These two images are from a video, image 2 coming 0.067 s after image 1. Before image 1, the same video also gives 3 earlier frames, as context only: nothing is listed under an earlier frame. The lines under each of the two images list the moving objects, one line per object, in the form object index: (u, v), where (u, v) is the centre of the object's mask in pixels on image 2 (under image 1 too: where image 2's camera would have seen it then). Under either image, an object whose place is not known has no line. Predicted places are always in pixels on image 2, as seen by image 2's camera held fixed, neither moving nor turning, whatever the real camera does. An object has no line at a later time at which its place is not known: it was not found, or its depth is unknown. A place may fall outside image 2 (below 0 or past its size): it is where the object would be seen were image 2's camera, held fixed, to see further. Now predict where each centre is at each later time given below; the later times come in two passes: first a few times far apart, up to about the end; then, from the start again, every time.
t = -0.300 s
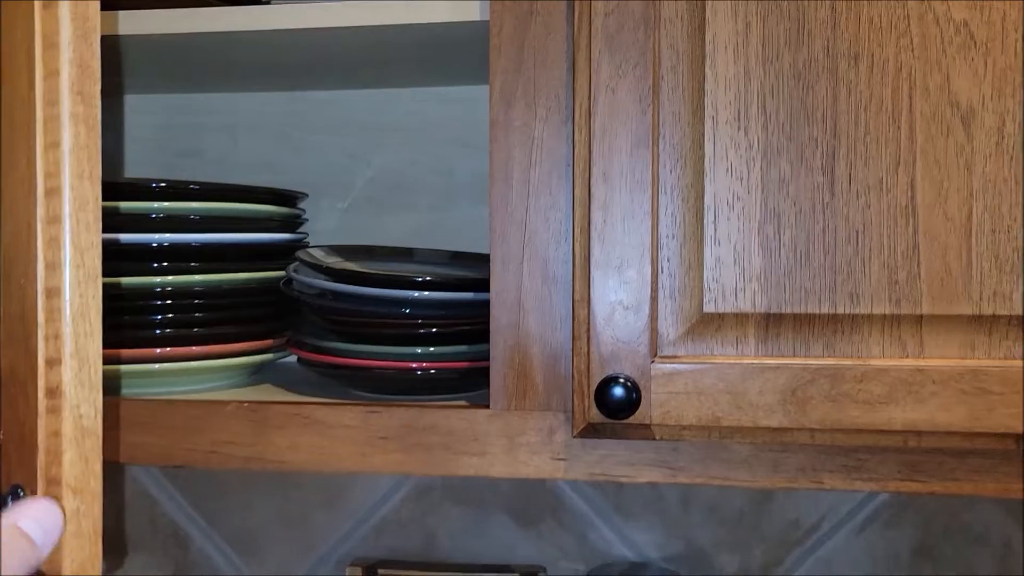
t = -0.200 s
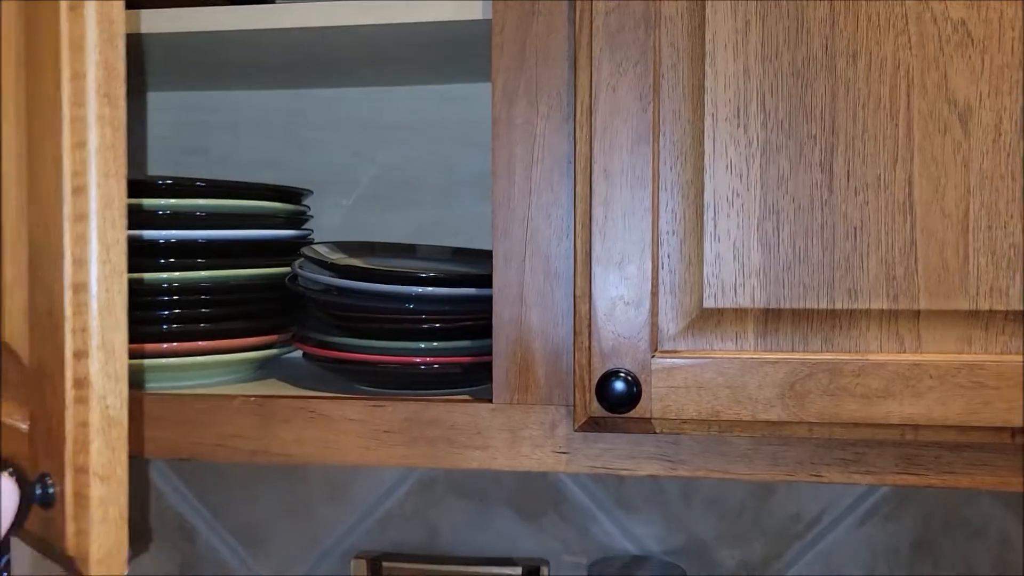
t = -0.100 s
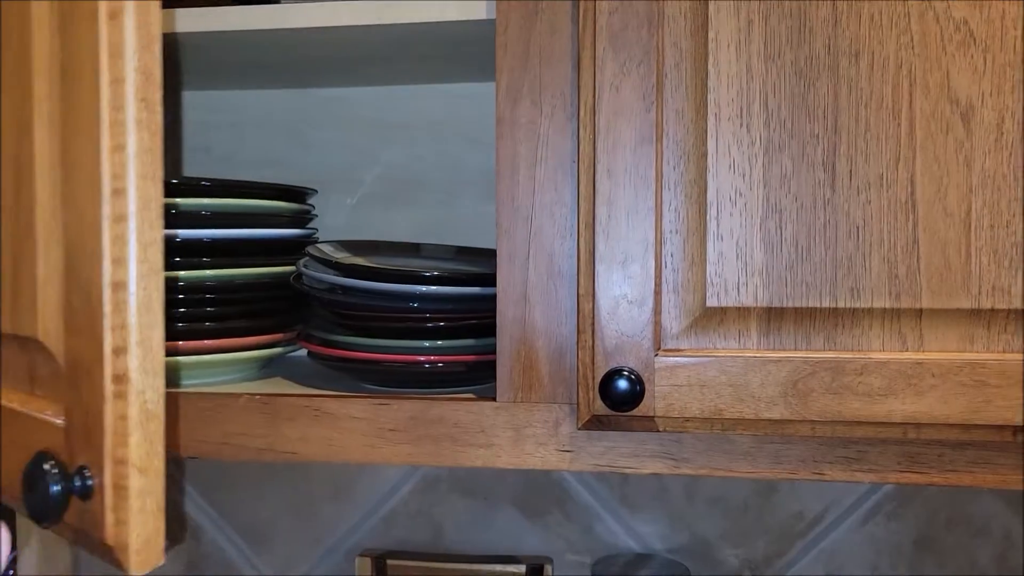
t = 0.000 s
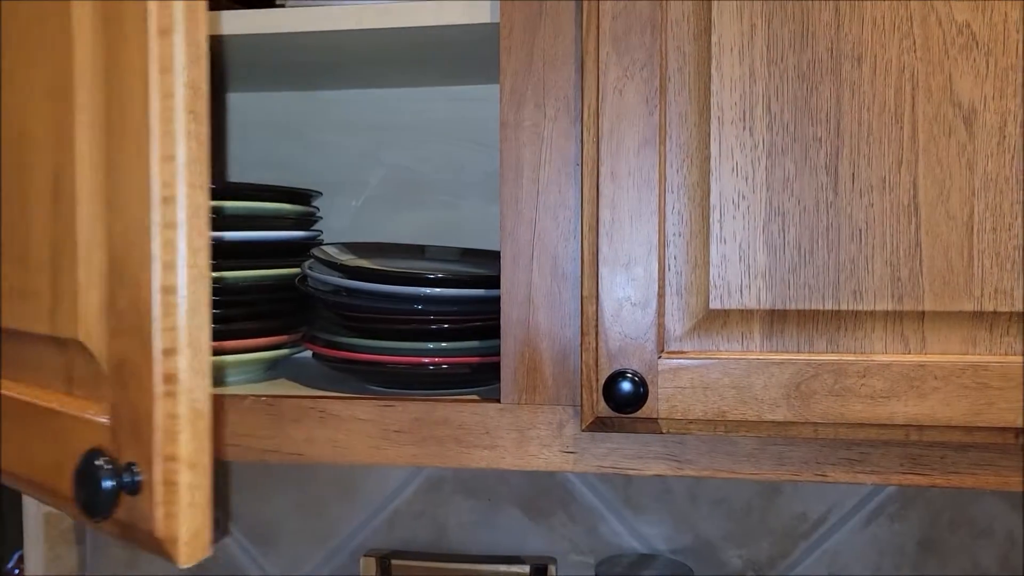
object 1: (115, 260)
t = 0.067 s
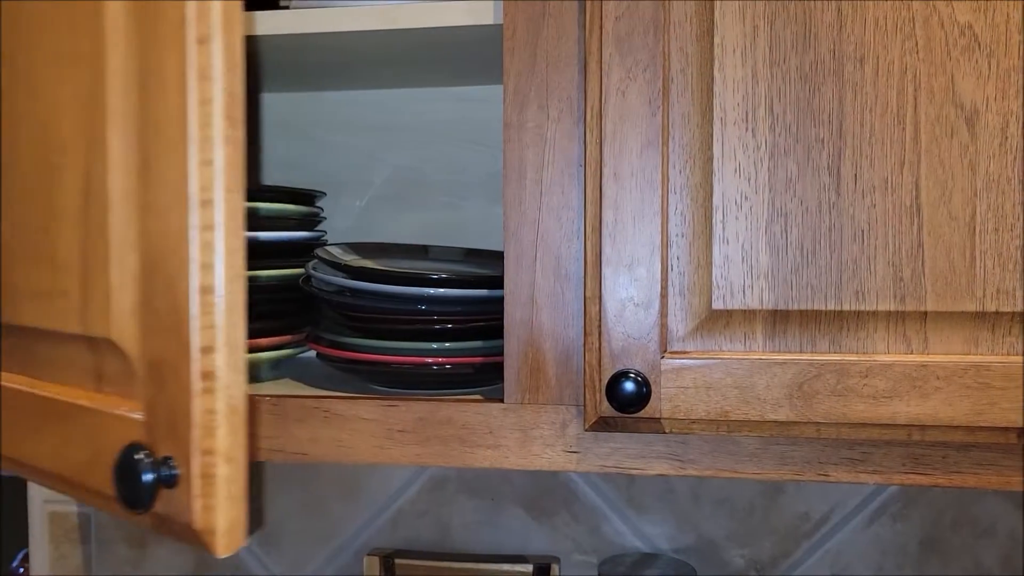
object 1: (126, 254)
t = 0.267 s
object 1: (170, 244)
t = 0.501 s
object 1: (215, 231)
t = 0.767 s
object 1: (237, 227)
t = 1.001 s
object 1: (244, 212)
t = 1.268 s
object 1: (241, 210)
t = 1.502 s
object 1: (238, 209)
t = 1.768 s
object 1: (240, 210)
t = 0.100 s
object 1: (133, 257)
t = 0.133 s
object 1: (139, 254)
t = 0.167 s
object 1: (145, 251)
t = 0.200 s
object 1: (153, 249)
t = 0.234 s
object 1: (161, 247)
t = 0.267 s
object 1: (170, 244)
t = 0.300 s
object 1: (177, 242)
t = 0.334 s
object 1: (185, 240)
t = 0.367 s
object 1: (192, 238)
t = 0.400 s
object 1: (199, 235)
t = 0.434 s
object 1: (204, 234)
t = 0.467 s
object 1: (210, 232)
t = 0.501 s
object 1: (215, 231)
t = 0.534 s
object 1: (219, 231)
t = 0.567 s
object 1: (223, 230)
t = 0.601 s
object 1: (227, 229)
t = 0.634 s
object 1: (230, 229)
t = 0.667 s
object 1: (232, 228)
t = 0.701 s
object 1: (234, 227)
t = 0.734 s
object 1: (236, 227)
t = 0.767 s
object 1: (237, 227)
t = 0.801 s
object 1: (237, 227)
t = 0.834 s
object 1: (240, 216)
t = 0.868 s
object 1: (243, 213)
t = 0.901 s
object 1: (244, 213)
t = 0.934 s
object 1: (244, 213)
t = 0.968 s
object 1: (244, 212)
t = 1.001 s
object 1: (244, 212)
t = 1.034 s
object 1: (244, 212)
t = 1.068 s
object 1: (244, 211)
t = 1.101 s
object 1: (244, 211)
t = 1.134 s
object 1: (243, 211)
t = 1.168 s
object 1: (243, 211)
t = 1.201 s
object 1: (242, 210)
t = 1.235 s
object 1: (242, 210)
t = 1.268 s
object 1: (241, 210)
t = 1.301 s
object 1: (241, 210)
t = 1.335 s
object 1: (240, 210)
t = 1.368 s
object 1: (239, 210)
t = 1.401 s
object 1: (239, 209)
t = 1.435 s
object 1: (239, 209)
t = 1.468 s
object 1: (238, 209)
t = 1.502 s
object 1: (238, 209)
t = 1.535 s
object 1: (238, 209)
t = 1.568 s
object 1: (238, 210)
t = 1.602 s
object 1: (239, 210)
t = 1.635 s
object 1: (239, 210)
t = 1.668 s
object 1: (239, 210)
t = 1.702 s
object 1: (239, 210)
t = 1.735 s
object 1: (240, 210)
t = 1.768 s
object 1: (240, 210)
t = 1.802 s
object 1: (240, 211)
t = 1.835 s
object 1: (241, 211)
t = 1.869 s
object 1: (241, 211)
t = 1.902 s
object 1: (242, 212)
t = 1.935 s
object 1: (243, 213)
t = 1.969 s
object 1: (243, 214)
